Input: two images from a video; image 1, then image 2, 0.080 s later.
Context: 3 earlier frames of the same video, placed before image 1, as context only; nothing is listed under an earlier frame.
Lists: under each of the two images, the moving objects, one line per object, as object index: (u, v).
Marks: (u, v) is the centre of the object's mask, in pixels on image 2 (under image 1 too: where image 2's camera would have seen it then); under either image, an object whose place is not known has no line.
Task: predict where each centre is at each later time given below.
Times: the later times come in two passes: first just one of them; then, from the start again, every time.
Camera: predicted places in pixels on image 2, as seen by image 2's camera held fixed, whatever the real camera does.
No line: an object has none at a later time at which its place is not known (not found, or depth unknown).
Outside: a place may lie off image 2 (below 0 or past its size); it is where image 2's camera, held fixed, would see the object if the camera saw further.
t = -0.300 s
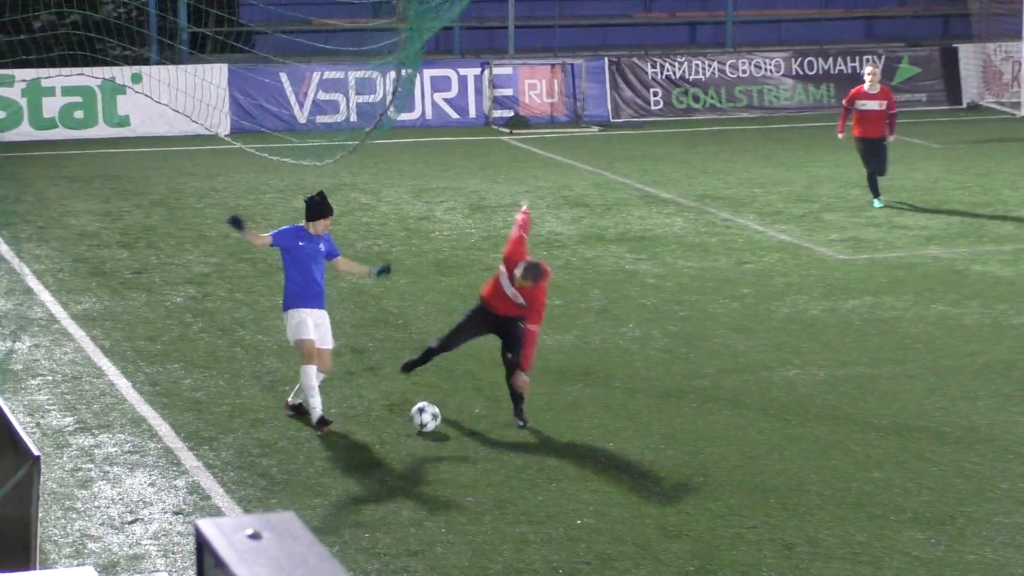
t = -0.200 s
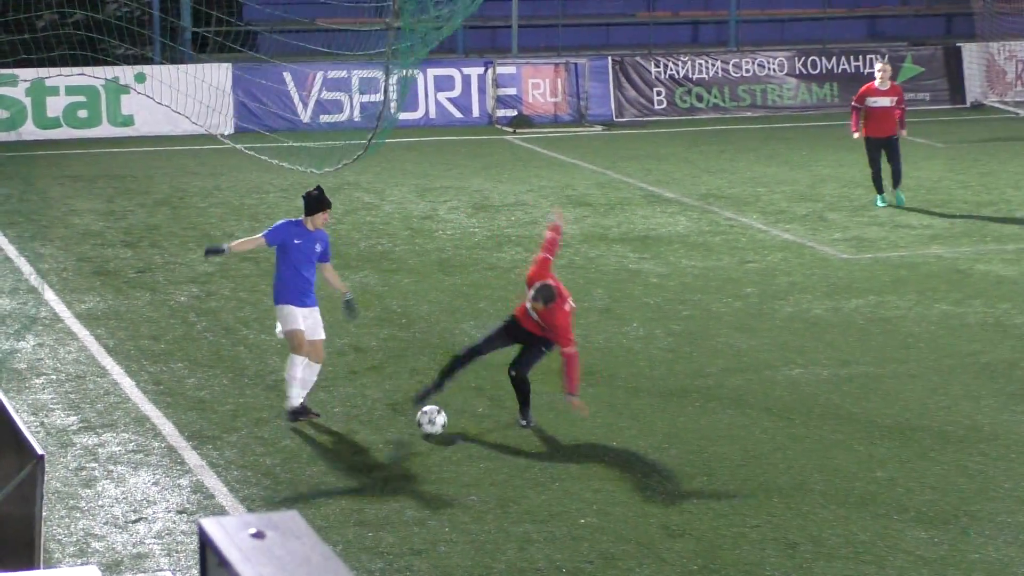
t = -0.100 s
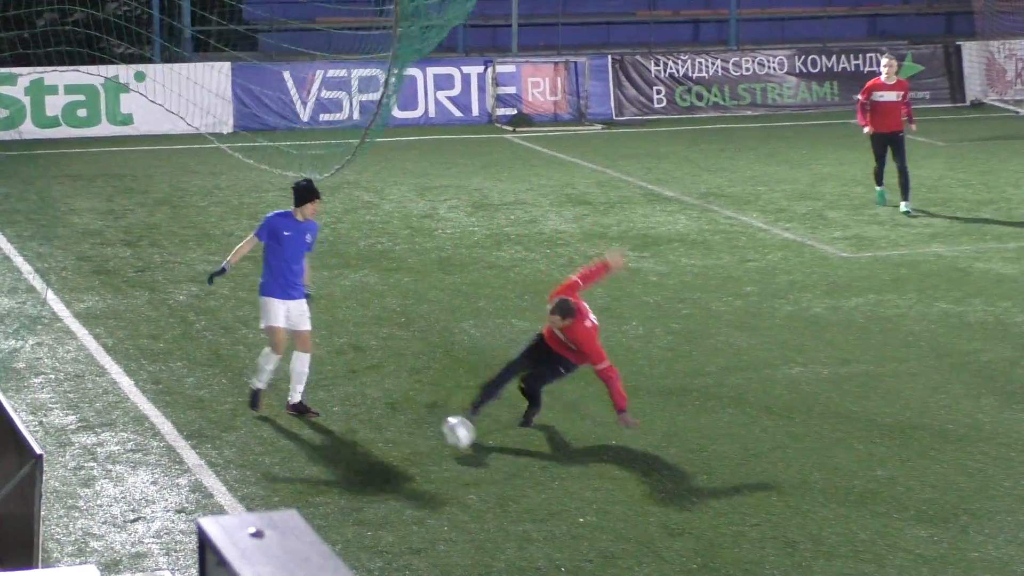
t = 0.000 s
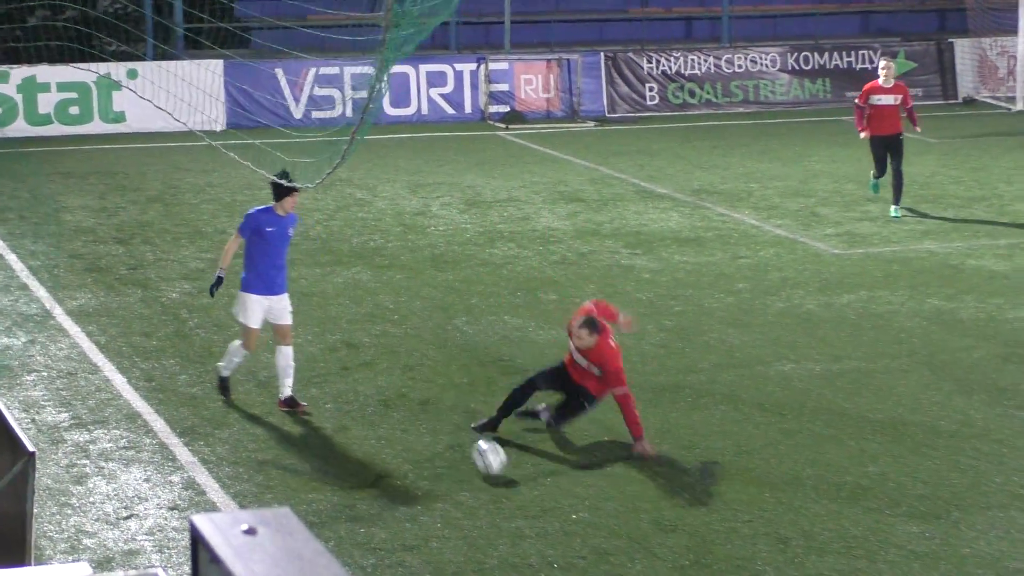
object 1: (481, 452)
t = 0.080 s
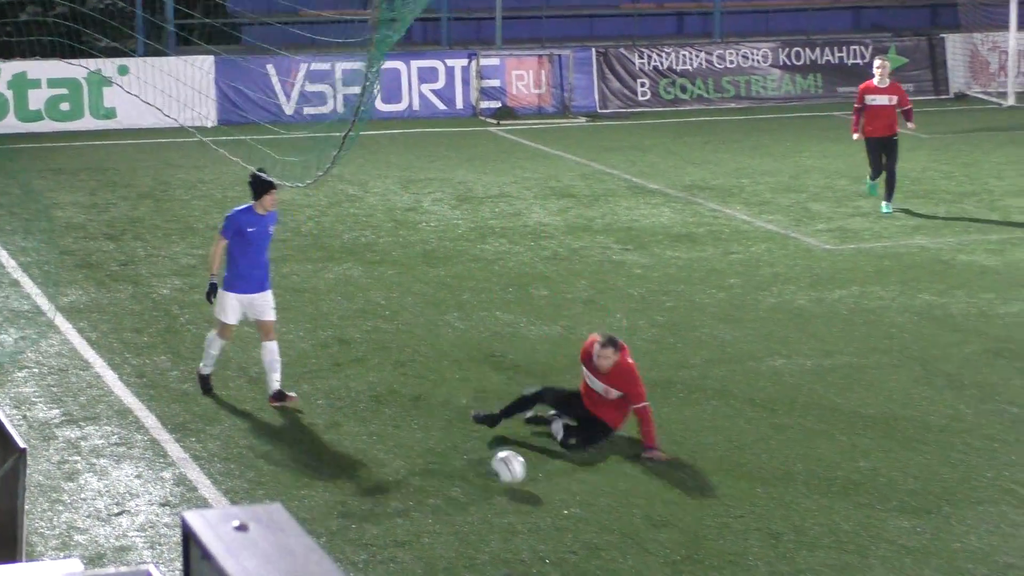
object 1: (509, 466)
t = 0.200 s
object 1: (552, 499)
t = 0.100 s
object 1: (516, 470)
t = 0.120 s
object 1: (523, 475)
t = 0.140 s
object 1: (530, 480)
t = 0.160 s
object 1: (537, 485)
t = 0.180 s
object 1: (544, 491)
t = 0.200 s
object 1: (552, 499)
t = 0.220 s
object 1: (559, 504)
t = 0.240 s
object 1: (566, 507)
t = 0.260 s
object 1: (574, 510)
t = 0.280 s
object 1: (581, 514)
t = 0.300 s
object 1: (589, 518)
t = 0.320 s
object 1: (596, 524)
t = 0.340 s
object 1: (602, 527)
